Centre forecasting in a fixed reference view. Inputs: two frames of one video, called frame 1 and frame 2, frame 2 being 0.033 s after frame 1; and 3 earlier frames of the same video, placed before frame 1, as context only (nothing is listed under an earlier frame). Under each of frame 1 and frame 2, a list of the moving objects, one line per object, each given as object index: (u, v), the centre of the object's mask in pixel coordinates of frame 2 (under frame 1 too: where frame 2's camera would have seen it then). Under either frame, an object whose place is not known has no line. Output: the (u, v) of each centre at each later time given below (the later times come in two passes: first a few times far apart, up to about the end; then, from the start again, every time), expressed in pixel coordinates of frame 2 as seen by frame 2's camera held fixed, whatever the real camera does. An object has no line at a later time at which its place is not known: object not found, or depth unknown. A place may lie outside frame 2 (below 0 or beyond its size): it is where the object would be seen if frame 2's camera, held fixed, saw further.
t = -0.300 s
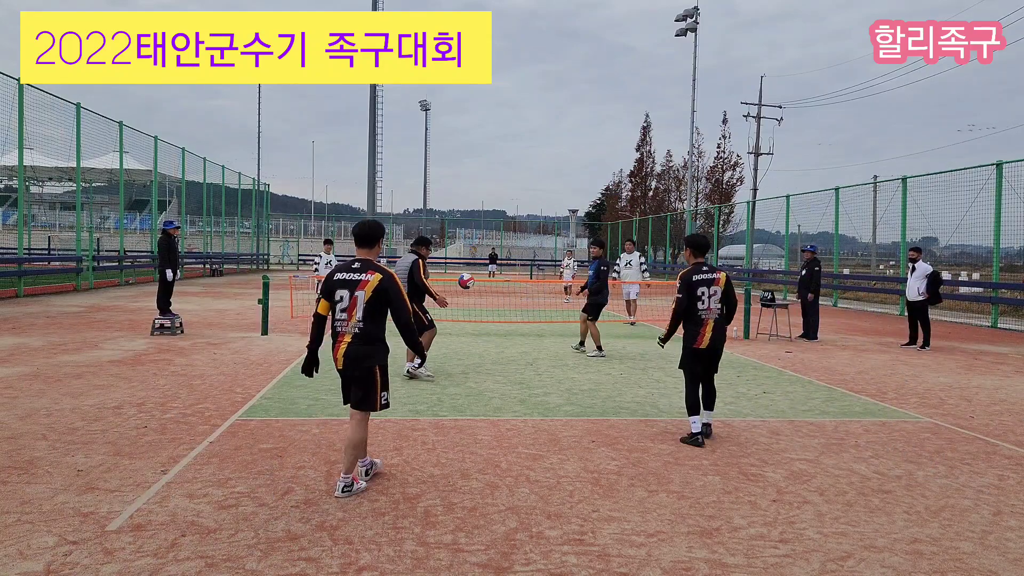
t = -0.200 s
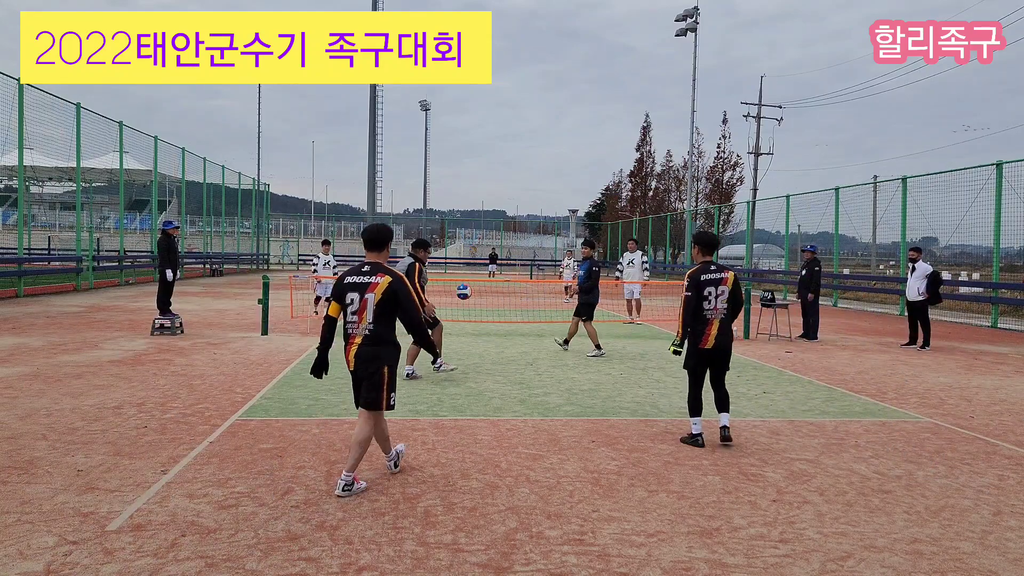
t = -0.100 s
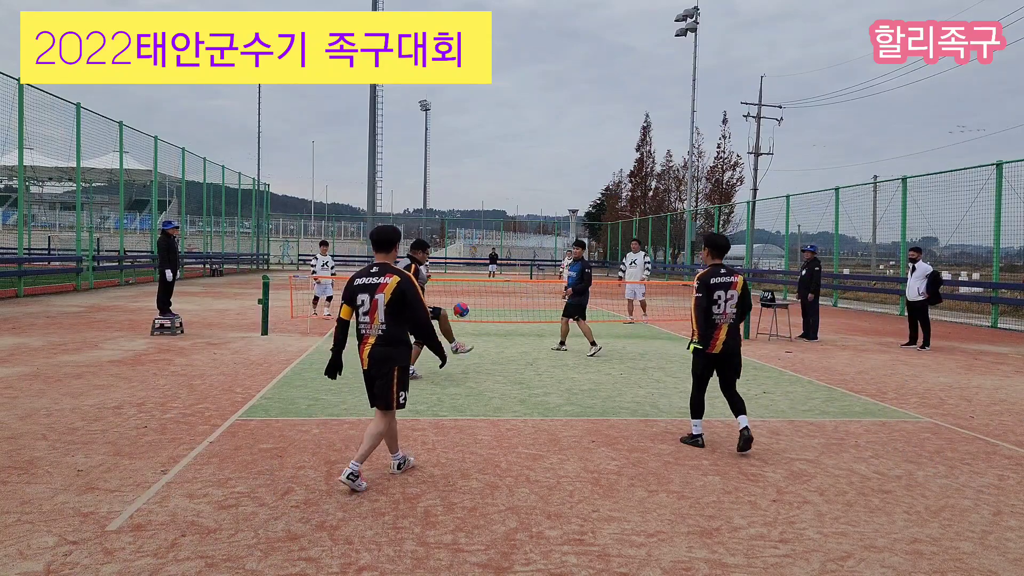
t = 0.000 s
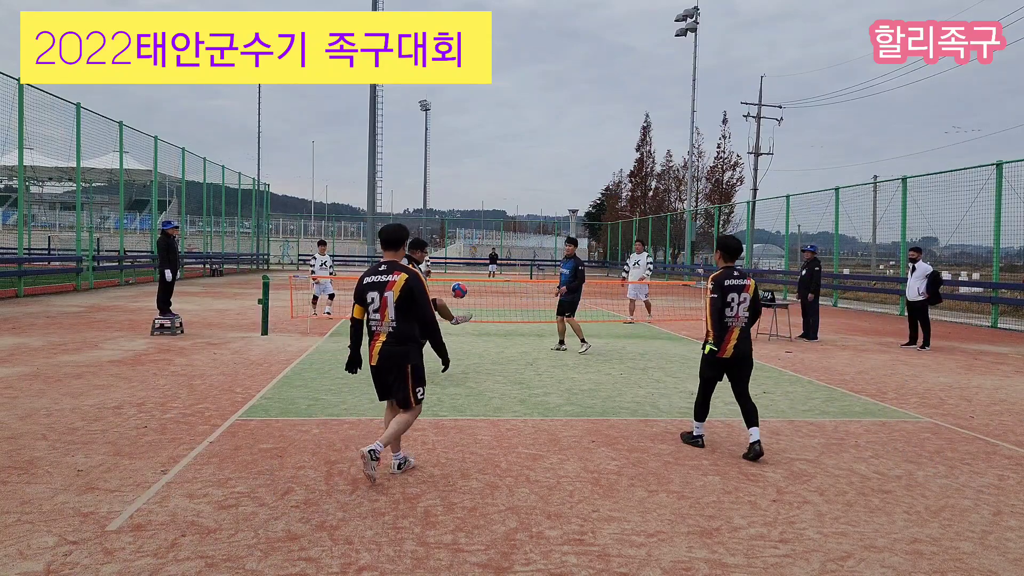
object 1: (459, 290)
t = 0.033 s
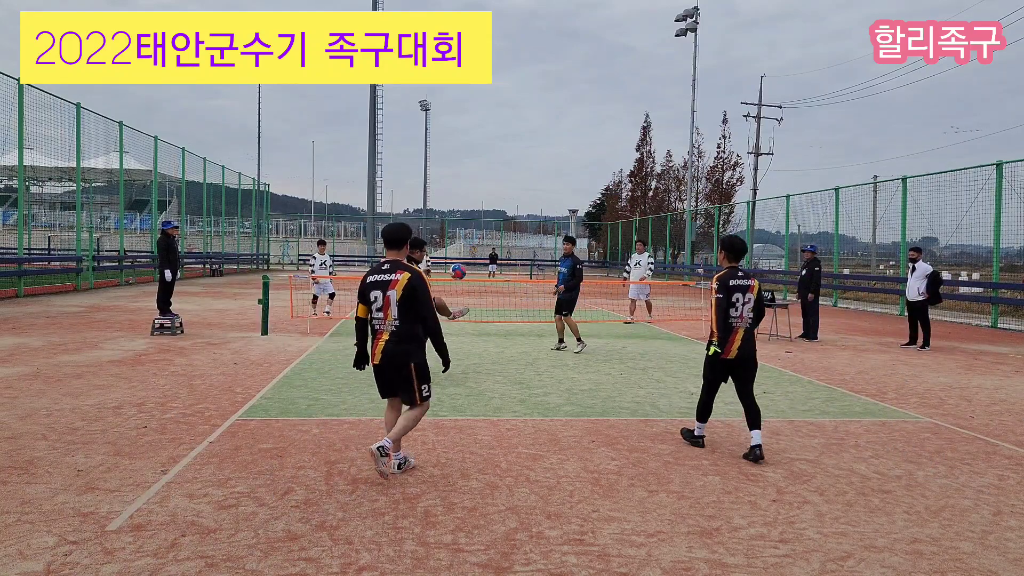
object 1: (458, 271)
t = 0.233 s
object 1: (453, 183)
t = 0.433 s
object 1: (447, 132)
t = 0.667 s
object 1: (441, 114)
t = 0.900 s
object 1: (434, 138)
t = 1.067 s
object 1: (429, 176)
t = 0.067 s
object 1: (458, 254)
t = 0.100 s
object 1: (456, 237)
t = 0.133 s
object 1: (455, 222)
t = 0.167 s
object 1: (454, 208)
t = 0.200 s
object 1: (453, 195)
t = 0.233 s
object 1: (453, 183)
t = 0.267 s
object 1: (452, 172)
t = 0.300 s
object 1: (451, 162)
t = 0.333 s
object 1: (450, 153)
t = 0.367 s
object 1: (449, 145)
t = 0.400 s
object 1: (448, 138)
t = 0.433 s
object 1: (447, 132)
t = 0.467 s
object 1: (446, 127)
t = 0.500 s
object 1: (445, 123)
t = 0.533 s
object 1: (444, 119)
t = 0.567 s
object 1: (443, 117)
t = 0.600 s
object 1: (443, 115)
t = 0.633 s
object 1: (442, 114)
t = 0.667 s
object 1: (441, 114)
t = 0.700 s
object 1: (440, 116)
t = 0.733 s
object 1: (439, 117)
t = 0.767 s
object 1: (438, 120)
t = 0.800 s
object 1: (437, 123)
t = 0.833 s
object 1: (436, 127)
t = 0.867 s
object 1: (435, 132)
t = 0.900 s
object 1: (434, 138)
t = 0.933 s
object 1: (433, 144)
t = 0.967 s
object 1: (432, 151)
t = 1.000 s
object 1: (432, 158)
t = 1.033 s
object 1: (430, 167)
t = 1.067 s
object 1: (429, 176)
